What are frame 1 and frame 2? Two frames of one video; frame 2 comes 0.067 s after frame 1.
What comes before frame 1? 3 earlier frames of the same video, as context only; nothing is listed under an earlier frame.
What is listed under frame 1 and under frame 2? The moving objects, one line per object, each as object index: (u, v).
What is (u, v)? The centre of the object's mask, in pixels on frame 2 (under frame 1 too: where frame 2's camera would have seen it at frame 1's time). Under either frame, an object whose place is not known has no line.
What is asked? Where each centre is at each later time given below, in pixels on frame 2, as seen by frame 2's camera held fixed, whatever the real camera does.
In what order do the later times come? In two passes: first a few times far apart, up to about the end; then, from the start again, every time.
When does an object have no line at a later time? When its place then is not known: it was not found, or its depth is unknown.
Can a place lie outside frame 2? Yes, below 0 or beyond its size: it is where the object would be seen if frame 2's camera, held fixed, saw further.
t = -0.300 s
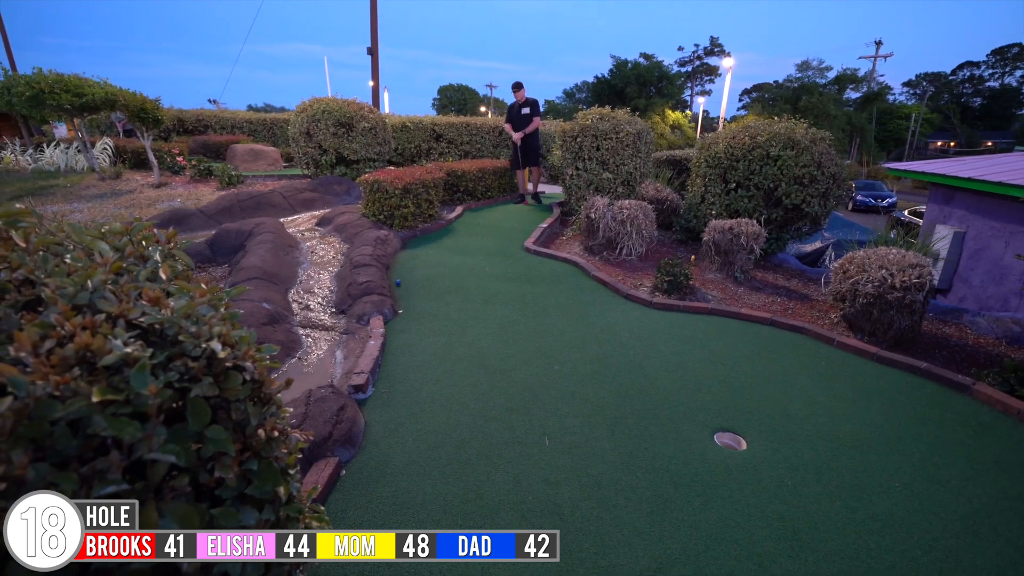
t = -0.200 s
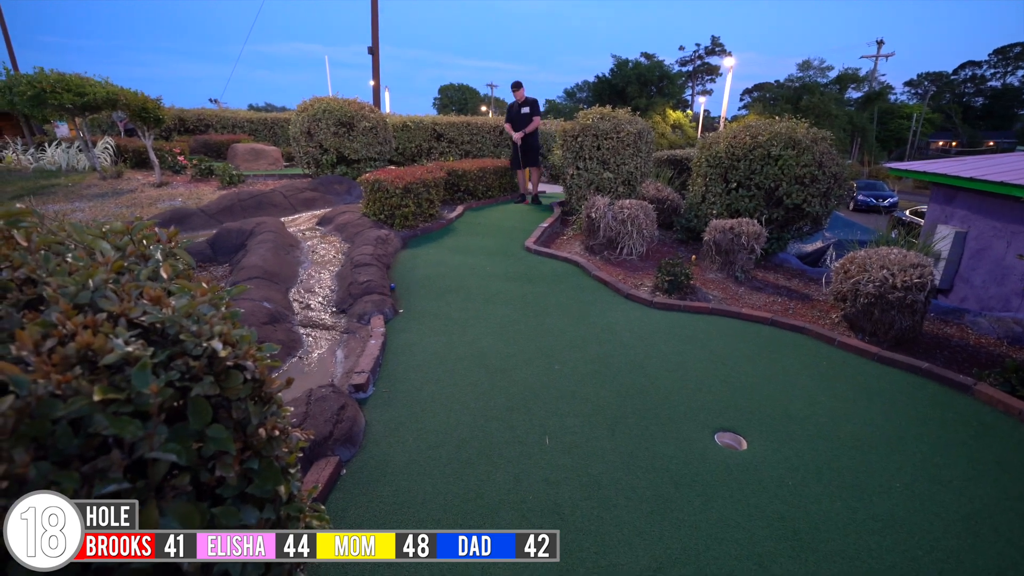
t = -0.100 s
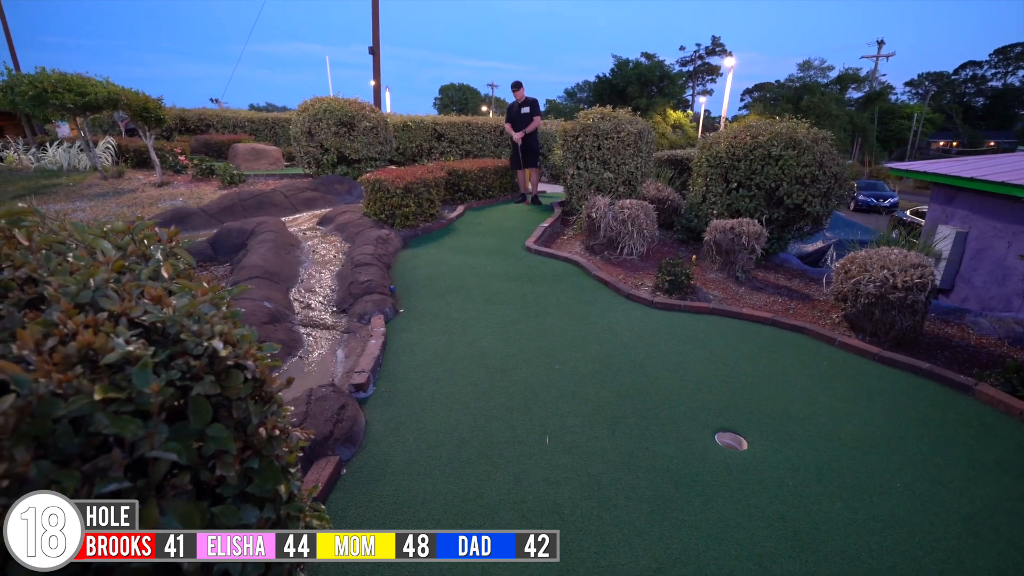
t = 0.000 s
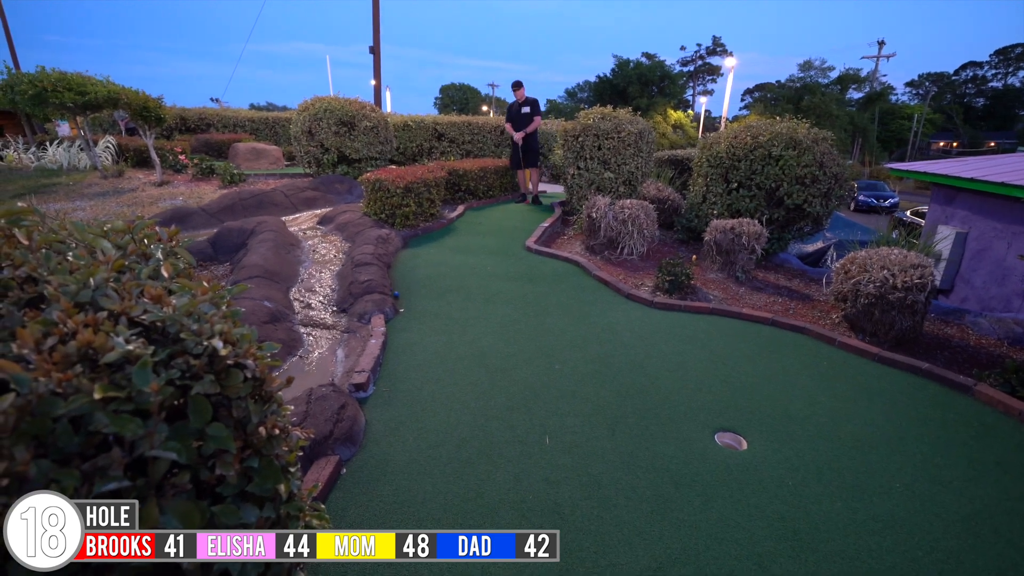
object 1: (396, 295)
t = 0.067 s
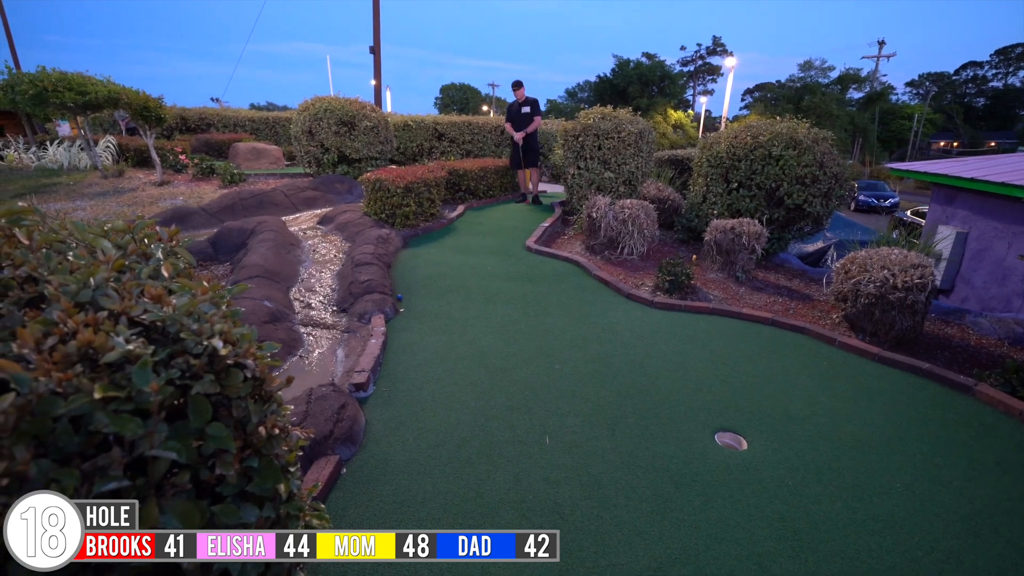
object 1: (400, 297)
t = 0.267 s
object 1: (409, 307)
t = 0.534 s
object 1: (422, 322)
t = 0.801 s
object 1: (433, 339)
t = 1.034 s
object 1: (441, 355)
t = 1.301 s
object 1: (449, 374)
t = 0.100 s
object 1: (401, 299)
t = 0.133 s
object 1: (403, 300)
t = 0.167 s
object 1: (405, 302)
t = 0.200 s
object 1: (406, 304)
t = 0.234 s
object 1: (408, 305)
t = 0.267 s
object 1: (409, 307)
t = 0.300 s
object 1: (412, 309)
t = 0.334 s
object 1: (413, 311)
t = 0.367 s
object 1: (414, 312)
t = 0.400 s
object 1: (416, 315)
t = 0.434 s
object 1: (418, 316)
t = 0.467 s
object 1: (419, 318)
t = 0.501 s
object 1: (421, 320)
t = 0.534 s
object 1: (422, 322)
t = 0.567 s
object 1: (424, 324)
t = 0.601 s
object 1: (425, 326)
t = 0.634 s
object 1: (426, 328)
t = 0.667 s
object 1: (428, 330)
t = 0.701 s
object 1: (429, 333)
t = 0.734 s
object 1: (430, 335)
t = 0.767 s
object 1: (431, 337)
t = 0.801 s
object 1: (433, 339)
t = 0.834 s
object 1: (434, 341)
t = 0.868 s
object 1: (435, 343)
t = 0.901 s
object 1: (436, 346)
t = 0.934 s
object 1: (437, 348)
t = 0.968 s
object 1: (439, 350)
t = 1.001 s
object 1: (440, 353)
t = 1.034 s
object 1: (441, 355)
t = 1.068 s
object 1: (442, 357)
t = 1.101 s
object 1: (444, 360)
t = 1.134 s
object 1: (445, 362)
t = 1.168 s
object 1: (446, 364)
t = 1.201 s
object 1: (447, 367)
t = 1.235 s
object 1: (448, 369)
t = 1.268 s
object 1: (448, 371)
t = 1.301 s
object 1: (449, 374)
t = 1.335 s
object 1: (450, 376)
